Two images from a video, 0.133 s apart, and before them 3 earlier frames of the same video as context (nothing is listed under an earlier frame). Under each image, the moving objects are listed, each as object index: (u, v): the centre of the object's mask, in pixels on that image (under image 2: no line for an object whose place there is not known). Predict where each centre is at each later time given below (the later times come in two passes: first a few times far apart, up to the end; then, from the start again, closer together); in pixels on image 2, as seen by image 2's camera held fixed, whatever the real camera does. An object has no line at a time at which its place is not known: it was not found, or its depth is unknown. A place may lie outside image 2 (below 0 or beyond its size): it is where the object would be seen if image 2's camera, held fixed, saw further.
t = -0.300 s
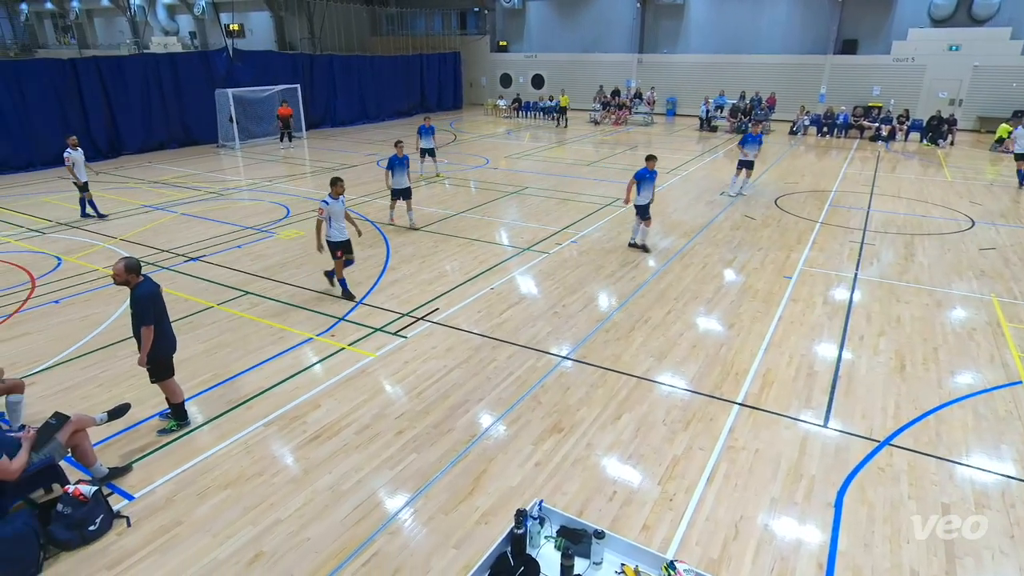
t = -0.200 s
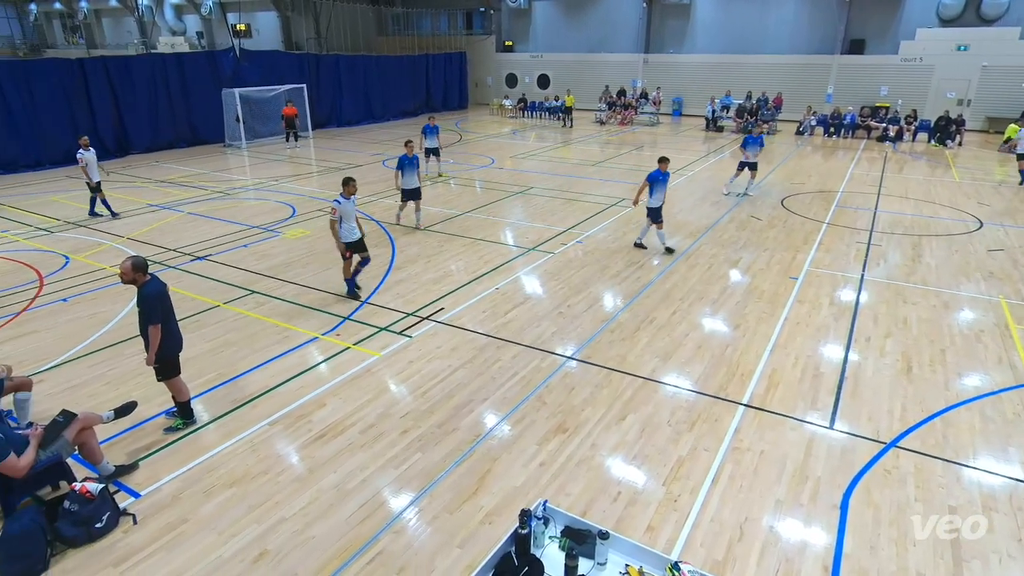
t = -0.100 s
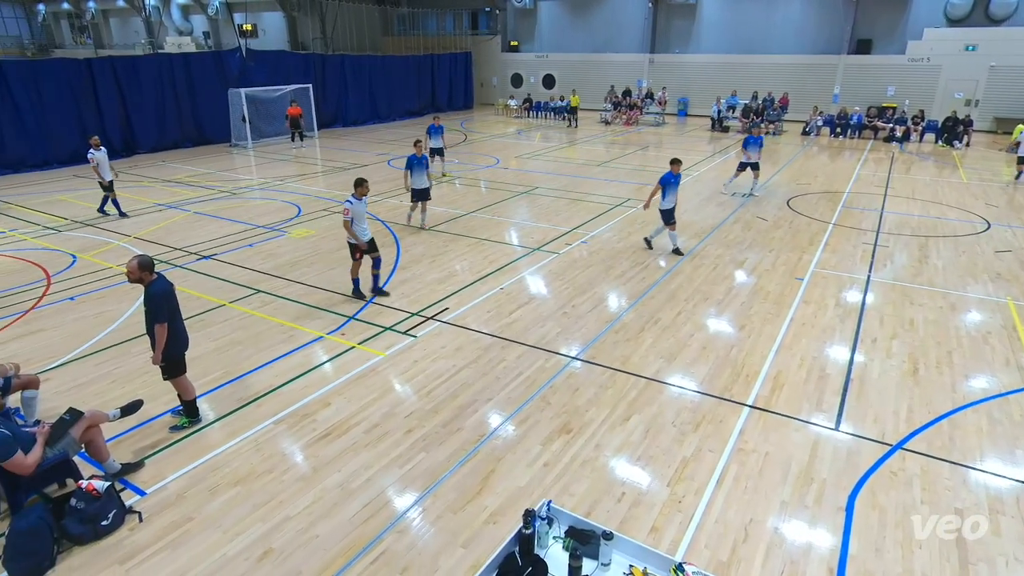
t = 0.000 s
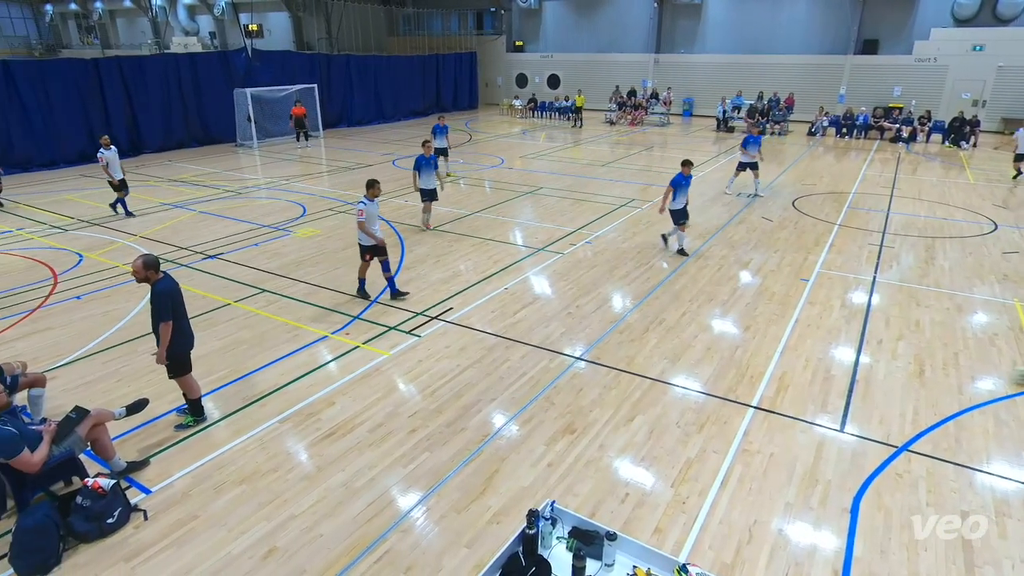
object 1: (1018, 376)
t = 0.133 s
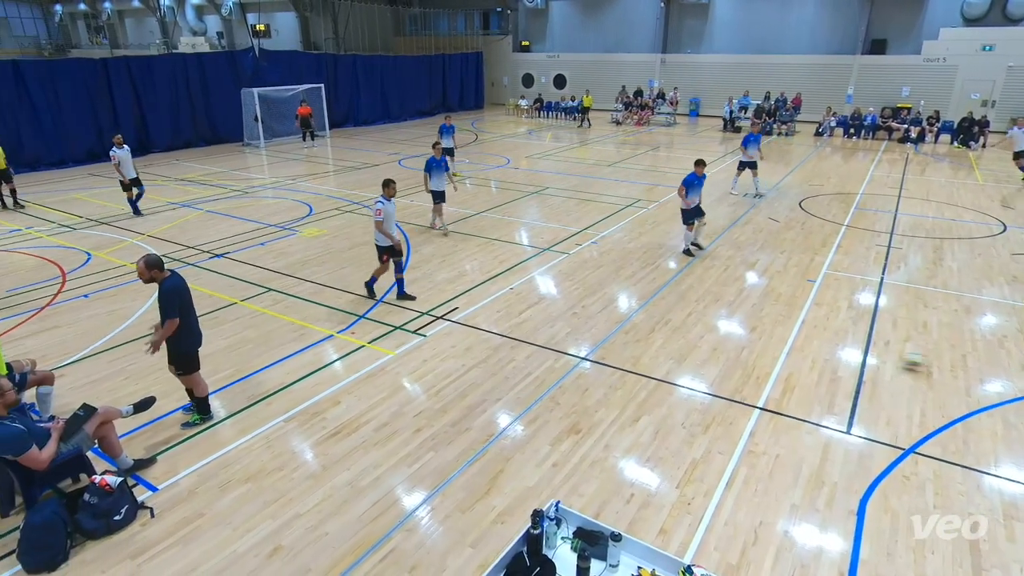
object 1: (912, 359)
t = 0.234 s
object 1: (835, 352)
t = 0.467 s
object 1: (713, 336)
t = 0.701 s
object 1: (604, 321)
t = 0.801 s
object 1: (565, 316)
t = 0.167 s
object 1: (886, 358)
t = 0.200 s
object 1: (859, 355)
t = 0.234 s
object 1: (835, 352)
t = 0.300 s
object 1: (816, 349)
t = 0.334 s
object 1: (794, 346)
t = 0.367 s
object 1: (773, 343)
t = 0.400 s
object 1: (753, 340)
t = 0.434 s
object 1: (734, 337)
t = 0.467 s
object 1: (713, 336)
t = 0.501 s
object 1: (696, 334)
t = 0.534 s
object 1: (680, 331)
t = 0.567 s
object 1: (664, 329)
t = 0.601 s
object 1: (648, 326)
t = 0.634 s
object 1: (632, 326)
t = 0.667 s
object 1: (618, 323)
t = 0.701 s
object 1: (604, 321)
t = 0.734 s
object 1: (591, 319)
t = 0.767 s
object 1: (577, 318)
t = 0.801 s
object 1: (565, 316)
